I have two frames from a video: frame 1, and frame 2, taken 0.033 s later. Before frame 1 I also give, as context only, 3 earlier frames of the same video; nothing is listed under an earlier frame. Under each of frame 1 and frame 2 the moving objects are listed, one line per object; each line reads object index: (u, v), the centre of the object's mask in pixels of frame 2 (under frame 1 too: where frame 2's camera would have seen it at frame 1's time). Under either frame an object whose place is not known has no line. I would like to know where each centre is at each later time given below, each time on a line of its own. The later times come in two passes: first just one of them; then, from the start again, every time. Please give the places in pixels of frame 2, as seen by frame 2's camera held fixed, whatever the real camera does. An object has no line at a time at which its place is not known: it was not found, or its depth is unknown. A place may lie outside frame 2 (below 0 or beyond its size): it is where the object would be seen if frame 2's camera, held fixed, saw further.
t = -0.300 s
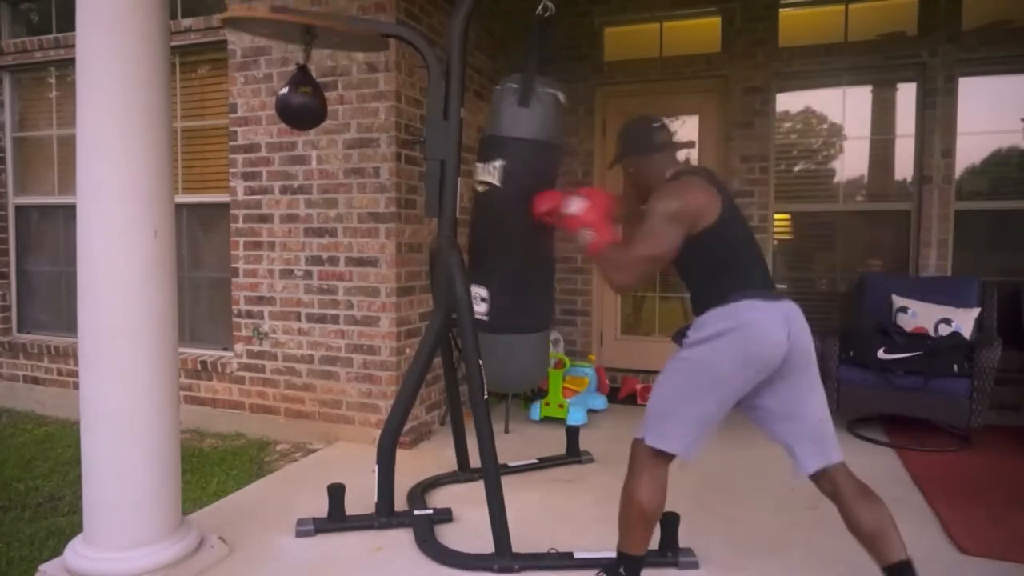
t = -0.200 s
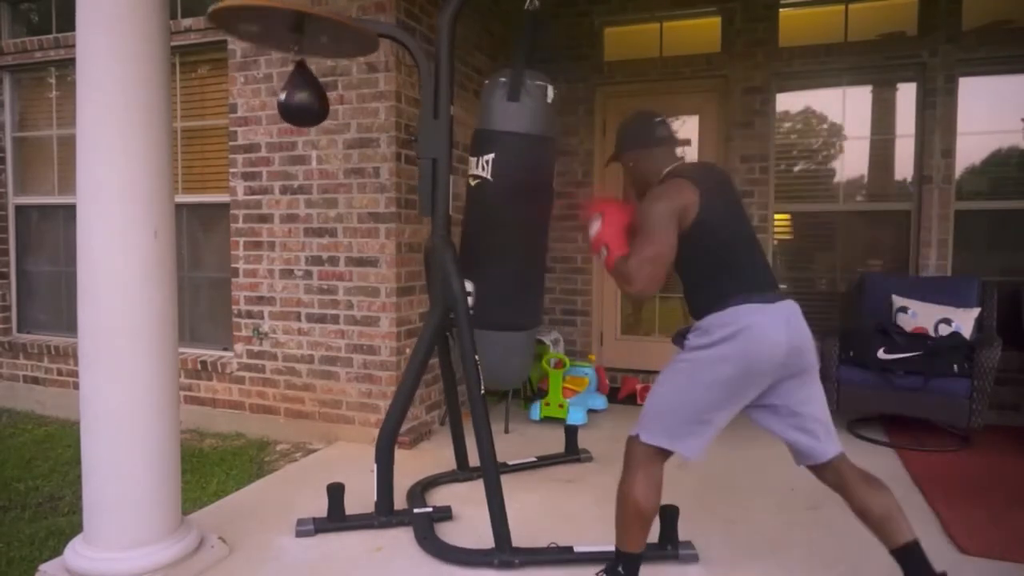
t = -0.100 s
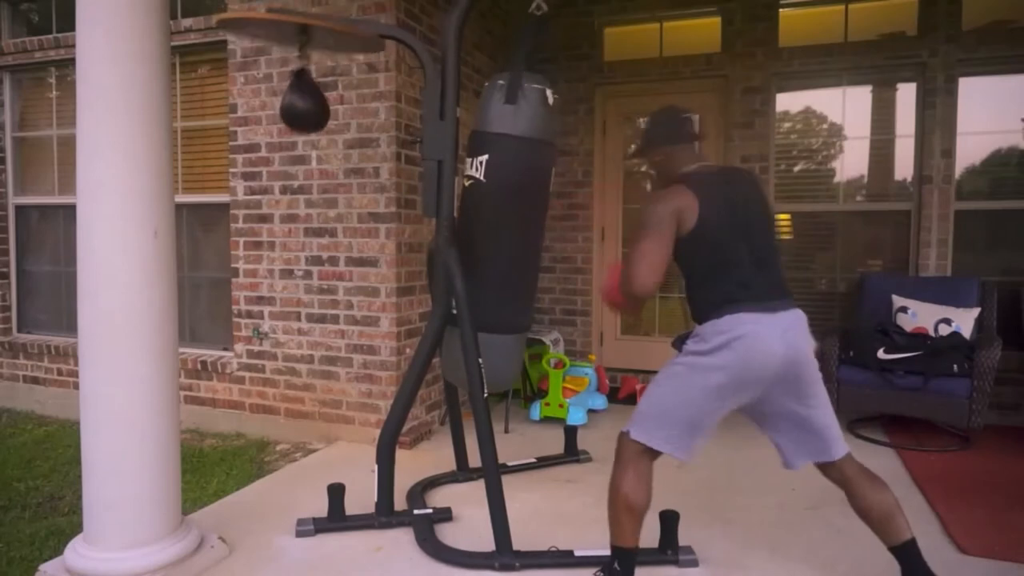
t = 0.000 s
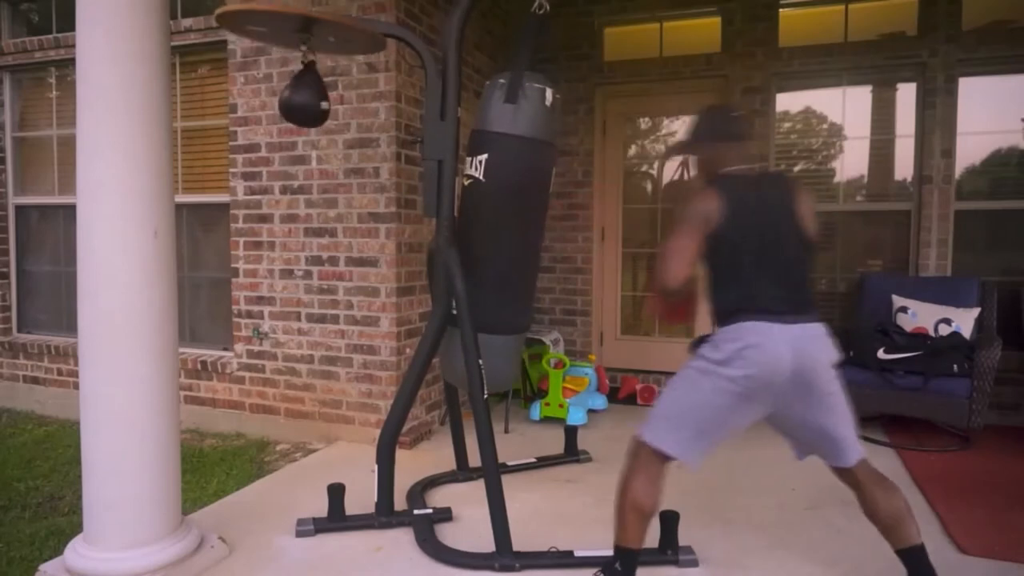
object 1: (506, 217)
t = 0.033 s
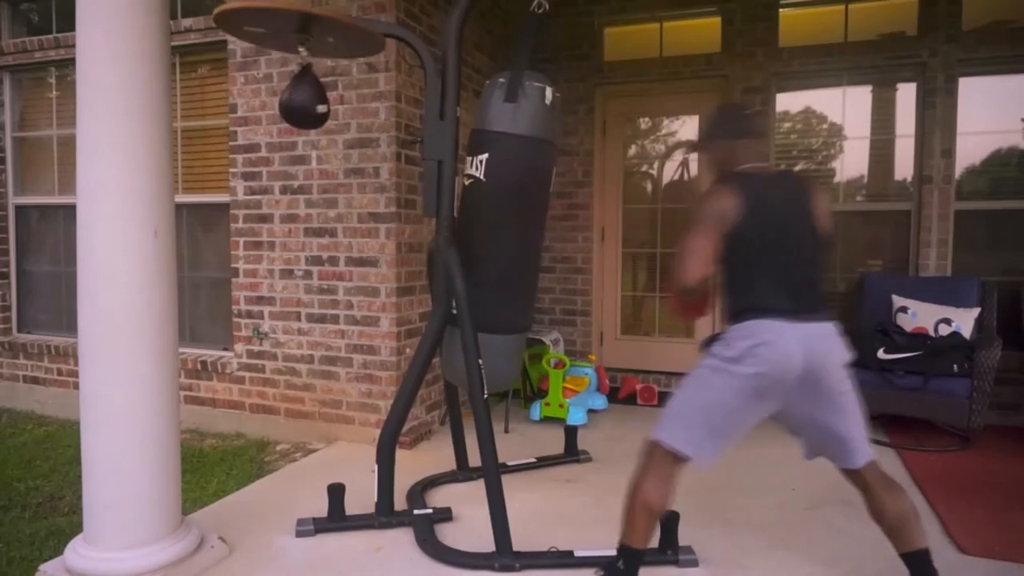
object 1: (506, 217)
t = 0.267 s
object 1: (518, 234)
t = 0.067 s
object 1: (507, 218)
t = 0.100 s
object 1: (508, 221)
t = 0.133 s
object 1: (511, 222)
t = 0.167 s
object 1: (512, 226)
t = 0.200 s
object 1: (514, 229)
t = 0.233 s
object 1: (516, 231)
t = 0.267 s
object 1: (518, 234)
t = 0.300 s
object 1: (522, 237)
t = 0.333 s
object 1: (525, 239)
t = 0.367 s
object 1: (529, 240)
